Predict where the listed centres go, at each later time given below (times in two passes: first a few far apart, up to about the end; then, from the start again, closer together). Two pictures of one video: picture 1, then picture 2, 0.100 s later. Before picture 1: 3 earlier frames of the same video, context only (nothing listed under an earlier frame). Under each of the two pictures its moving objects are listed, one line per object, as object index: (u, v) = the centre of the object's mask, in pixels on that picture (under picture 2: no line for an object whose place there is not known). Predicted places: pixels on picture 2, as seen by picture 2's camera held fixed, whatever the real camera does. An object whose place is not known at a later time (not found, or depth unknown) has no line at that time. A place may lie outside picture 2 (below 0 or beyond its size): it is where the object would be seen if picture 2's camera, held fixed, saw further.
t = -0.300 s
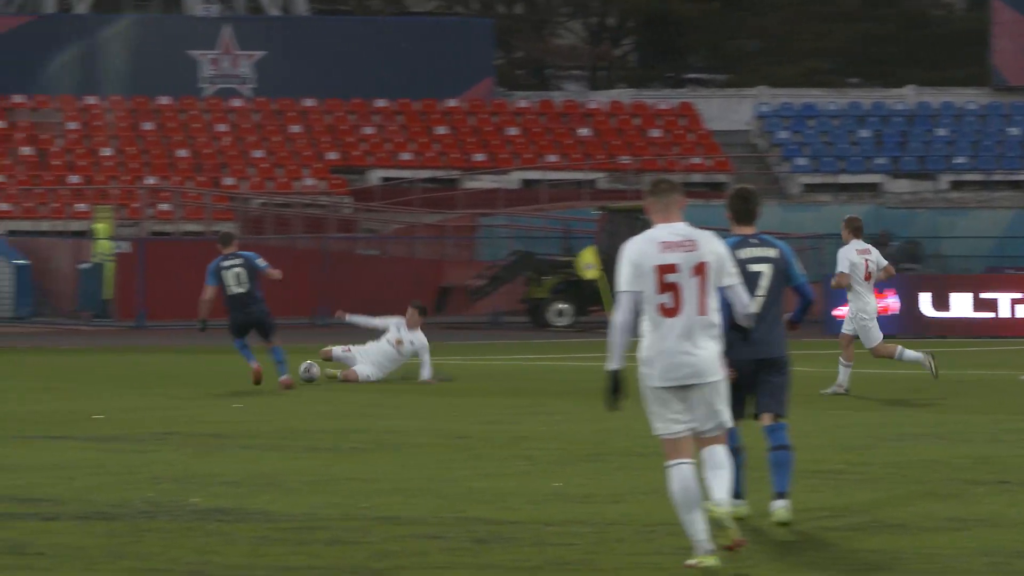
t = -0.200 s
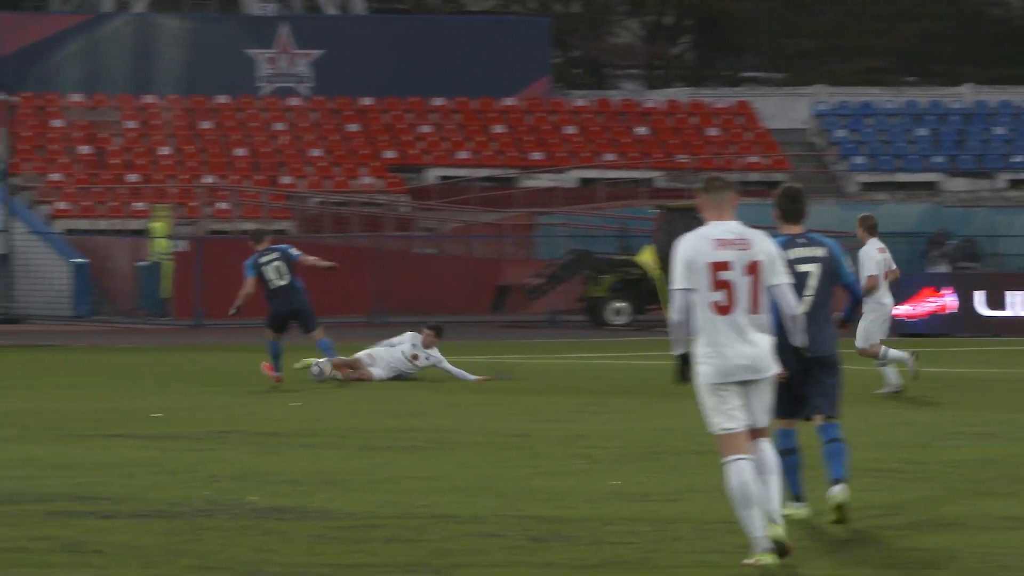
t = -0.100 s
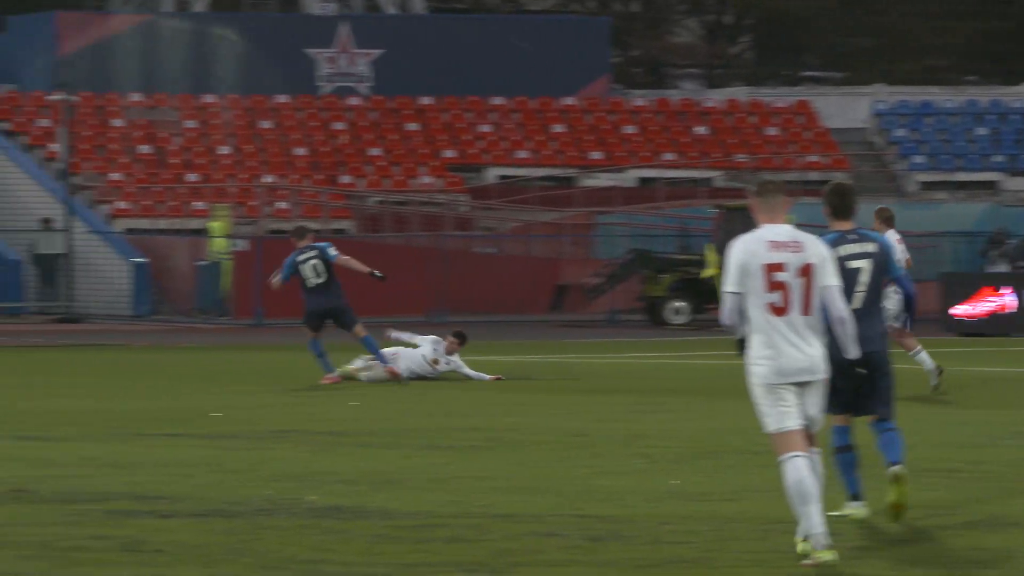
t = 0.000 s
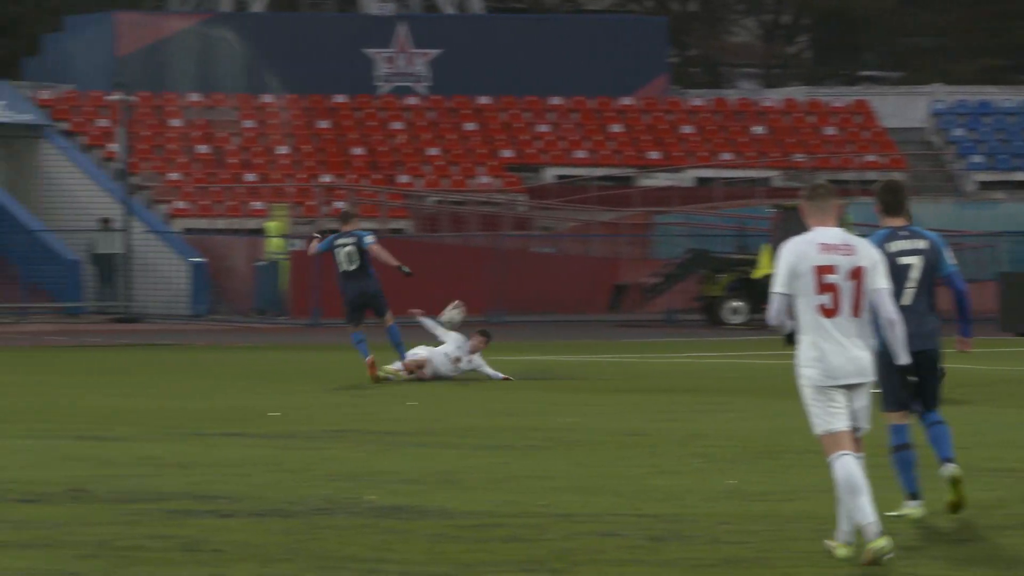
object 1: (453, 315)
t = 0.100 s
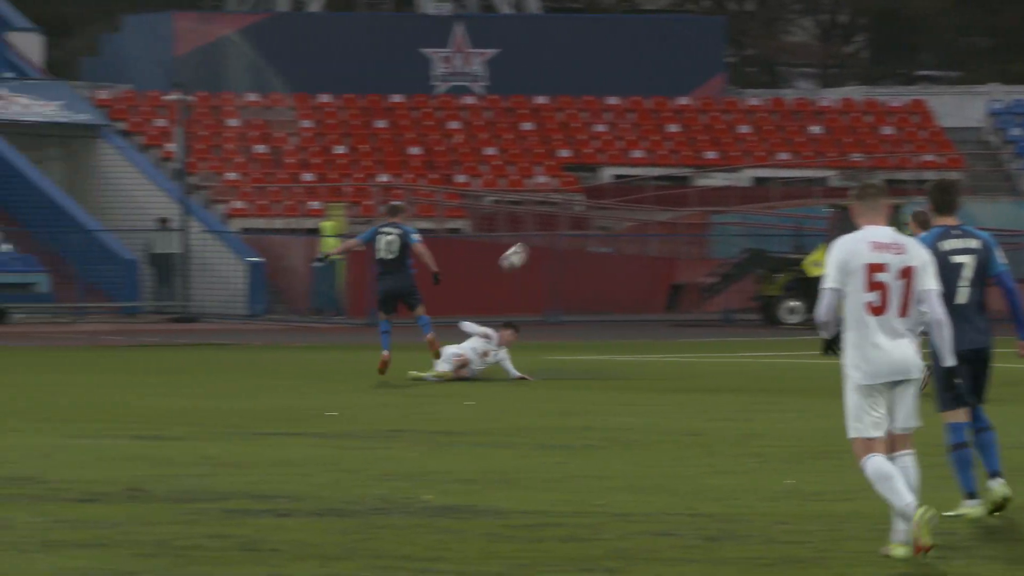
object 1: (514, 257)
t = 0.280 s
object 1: (524, 179)
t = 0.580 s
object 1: (544, 118)
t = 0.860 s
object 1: (565, 128)
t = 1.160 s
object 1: (588, 201)
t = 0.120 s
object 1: (515, 247)
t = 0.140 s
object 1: (517, 237)
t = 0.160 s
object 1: (518, 227)
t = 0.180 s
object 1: (519, 219)
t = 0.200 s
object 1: (520, 210)
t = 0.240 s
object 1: (522, 194)
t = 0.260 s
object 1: (524, 186)
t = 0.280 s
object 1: (524, 179)
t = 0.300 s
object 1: (526, 173)
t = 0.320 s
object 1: (528, 167)
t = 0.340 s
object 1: (529, 160)
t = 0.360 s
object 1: (530, 155)
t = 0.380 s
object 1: (531, 150)
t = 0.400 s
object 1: (532, 145)
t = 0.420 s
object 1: (534, 141)
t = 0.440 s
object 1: (535, 137)
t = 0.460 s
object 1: (536, 133)
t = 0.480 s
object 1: (538, 130)
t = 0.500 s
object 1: (539, 127)
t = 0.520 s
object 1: (540, 124)
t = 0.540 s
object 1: (542, 122)
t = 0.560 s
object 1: (543, 120)
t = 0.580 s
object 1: (544, 118)
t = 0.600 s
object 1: (546, 117)
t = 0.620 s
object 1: (547, 116)
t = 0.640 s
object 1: (549, 115)
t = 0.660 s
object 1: (550, 115)
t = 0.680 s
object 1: (552, 115)
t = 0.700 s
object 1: (553, 115)
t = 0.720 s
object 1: (554, 116)
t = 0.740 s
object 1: (556, 117)
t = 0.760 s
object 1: (557, 118)
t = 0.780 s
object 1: (559, 119)
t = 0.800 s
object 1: (560, 121)
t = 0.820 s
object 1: (562, 123)
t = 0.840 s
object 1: (563, 125)
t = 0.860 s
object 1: (565, 128)
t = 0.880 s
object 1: (566, 131)
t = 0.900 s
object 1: (568, 134)
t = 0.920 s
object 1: (569, 137)
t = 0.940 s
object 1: (571, 142)
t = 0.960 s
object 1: (573, 146)
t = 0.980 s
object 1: (574, 150)
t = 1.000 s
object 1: (576, 155)
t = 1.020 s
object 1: (577, 160)
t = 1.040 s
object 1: (579, 164)
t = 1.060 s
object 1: (581, 171)
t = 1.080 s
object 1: (582, 176)
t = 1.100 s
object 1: (584, 182)
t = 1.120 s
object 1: (586, 188)
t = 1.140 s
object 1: (587, 195)
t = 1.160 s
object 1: (588, 201)
